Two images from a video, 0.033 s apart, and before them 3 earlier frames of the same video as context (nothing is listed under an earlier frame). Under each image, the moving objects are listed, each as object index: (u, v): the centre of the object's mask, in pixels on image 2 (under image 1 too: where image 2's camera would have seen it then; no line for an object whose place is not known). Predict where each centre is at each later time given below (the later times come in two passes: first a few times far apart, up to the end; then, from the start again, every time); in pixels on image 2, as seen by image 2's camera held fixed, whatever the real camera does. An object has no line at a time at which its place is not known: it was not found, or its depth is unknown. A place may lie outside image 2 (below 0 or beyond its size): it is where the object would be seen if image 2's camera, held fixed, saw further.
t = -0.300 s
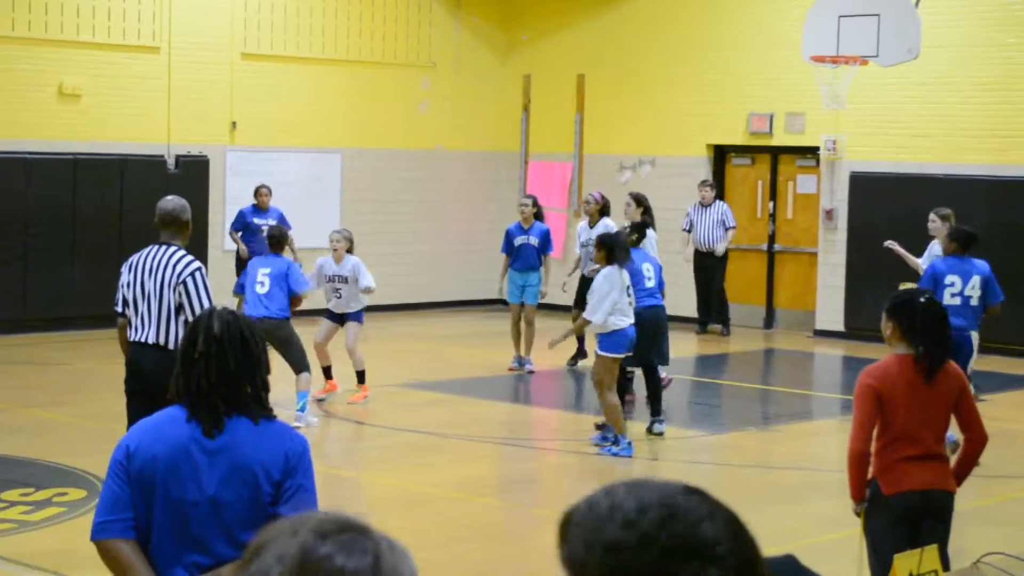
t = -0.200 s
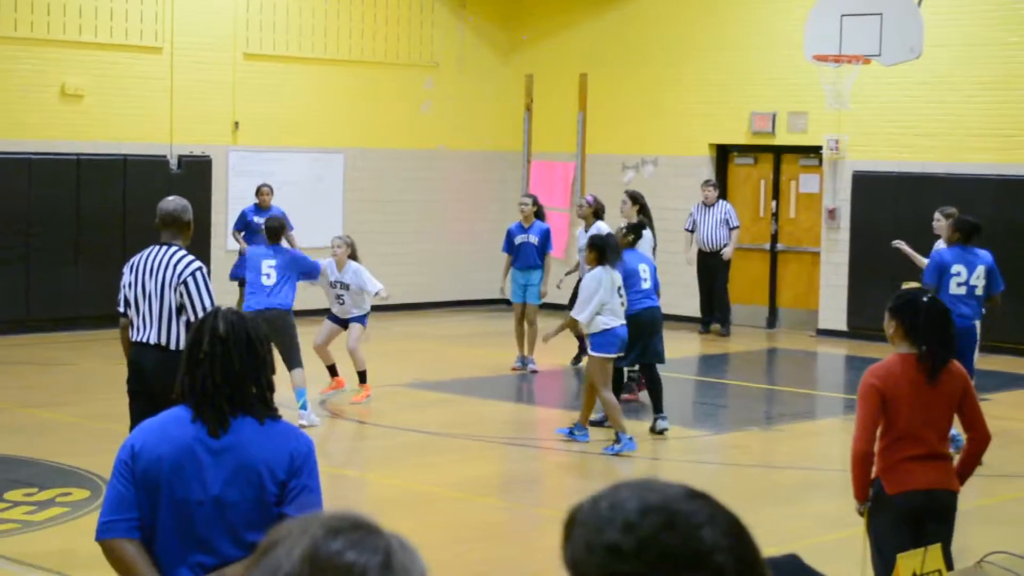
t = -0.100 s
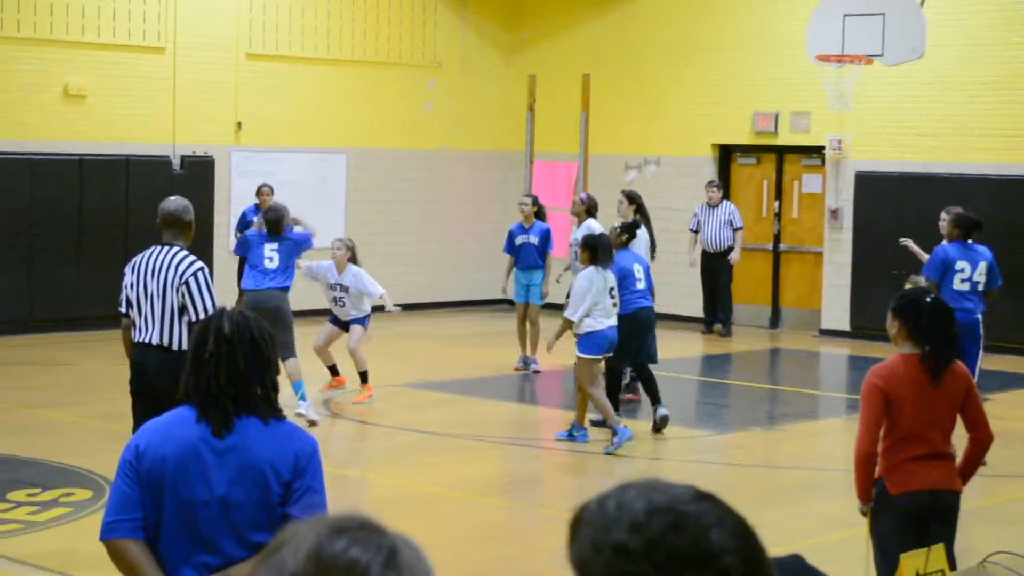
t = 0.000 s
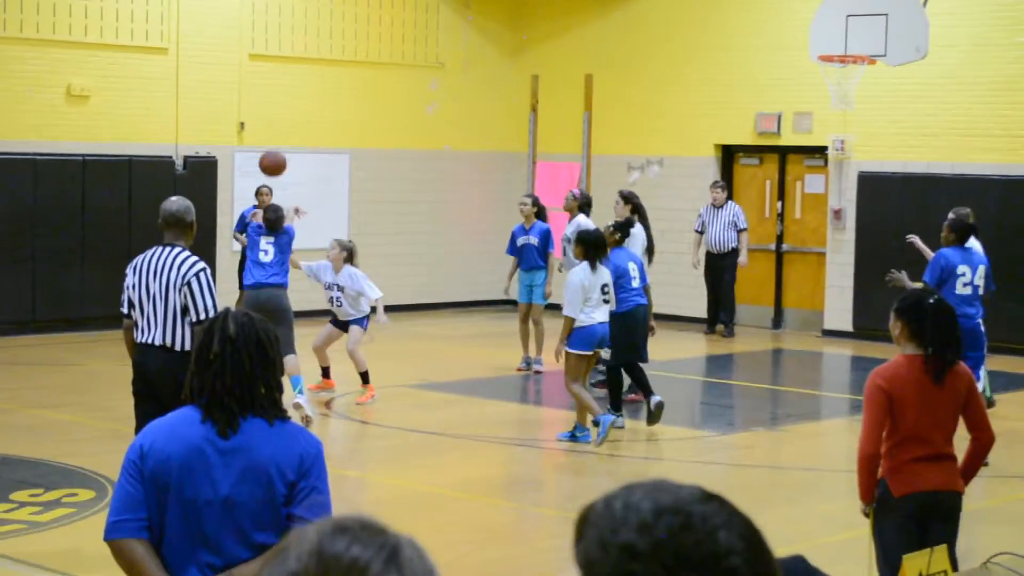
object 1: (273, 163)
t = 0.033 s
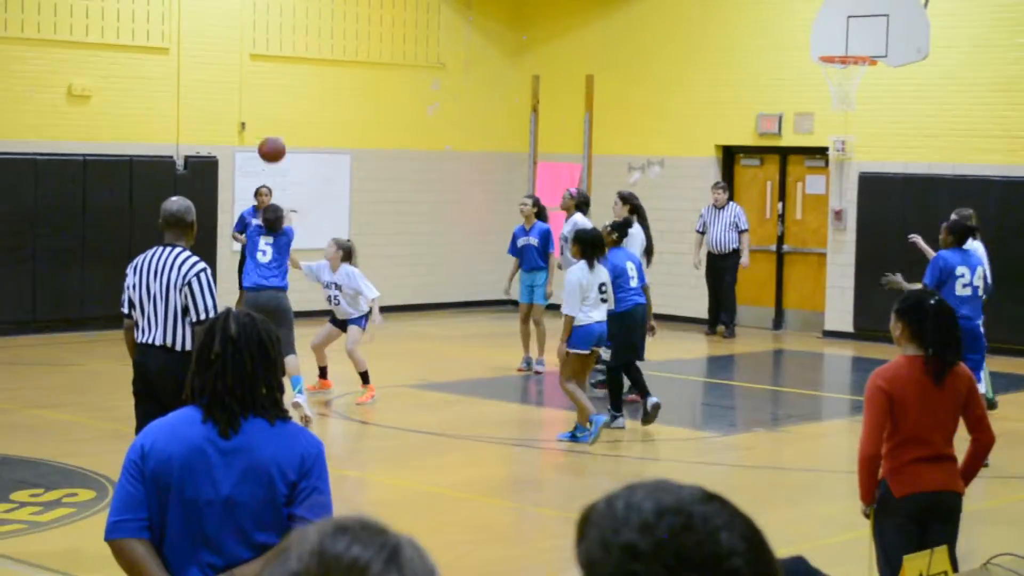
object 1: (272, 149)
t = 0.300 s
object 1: (259, 94)
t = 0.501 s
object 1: (249, 105)
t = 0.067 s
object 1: (270, 138)
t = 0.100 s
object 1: (268, 127)
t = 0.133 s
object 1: (267, 118)
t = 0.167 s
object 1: (265, 110)
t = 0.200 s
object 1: (263, 104)
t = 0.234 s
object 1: (262, 100)
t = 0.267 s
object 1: (260, 96)
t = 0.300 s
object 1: (259, 94)
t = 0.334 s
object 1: (257, 93)
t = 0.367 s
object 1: (256, 93)
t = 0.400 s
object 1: (254, 94)
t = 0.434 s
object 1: (252, 97)
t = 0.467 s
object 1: (251, 100)
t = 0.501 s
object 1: (249, 105)
